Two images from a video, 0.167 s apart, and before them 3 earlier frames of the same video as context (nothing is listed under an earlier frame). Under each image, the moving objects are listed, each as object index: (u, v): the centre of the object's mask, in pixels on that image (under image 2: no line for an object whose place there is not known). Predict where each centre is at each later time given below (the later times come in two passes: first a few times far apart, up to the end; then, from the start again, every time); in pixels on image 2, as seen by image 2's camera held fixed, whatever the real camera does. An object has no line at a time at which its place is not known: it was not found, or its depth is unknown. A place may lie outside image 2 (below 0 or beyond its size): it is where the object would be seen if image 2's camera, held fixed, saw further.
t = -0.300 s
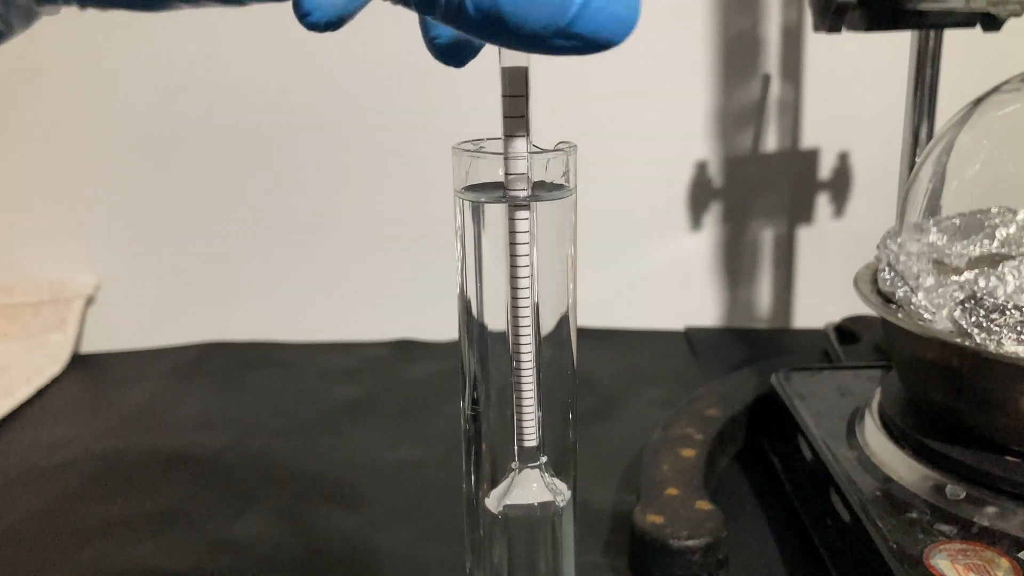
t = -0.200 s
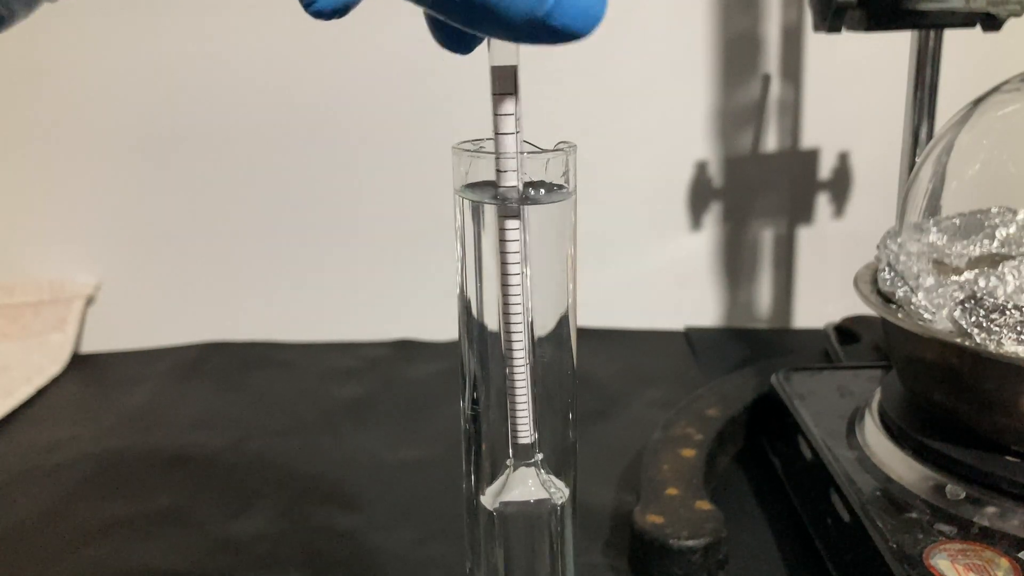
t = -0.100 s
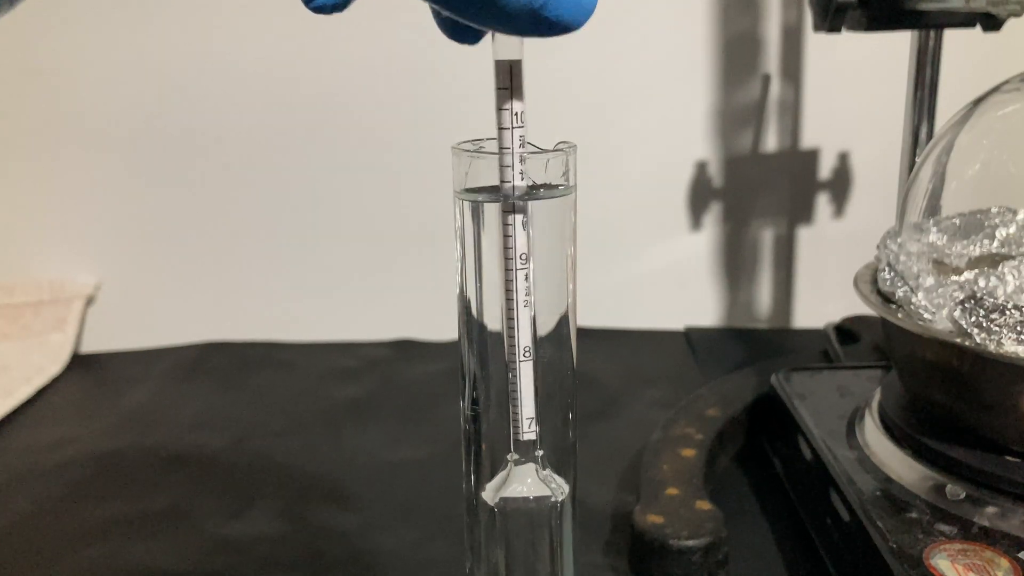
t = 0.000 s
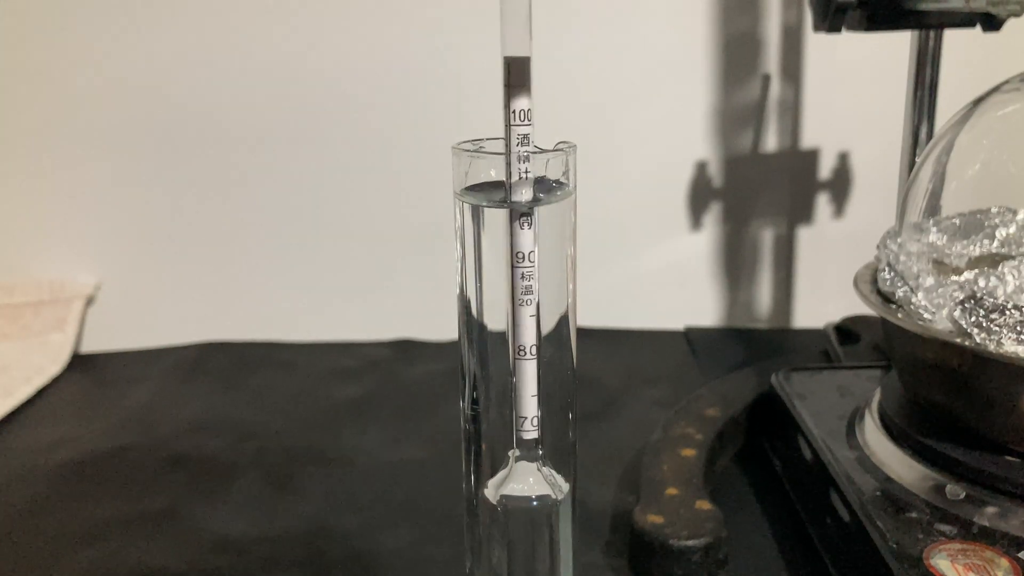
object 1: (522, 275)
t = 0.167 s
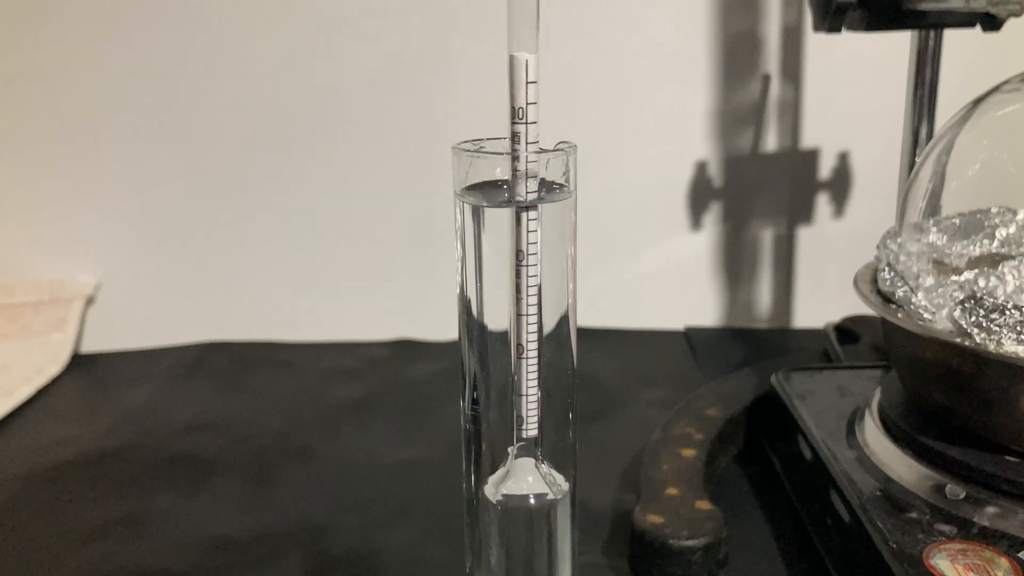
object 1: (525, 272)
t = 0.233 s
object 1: (525, 272)
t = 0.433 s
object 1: (521, 273)
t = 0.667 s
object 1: (514, 275)
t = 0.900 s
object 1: (507, 275)
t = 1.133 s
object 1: (504, 278)
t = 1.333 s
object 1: (505, 277)
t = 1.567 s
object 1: (508, 278)
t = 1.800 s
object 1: (509, 278)
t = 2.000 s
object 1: (508, 282)
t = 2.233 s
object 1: (507, 283)
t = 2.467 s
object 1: (506, 282)
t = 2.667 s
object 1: (507, 278)
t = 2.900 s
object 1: (508, 281)
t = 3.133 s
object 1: (508, 282)
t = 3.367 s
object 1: (510, 282)
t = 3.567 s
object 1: (512, 281)
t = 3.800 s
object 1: (514, 279)
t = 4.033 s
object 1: (516, 282)
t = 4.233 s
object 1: (517, 283)
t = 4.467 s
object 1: (518, 280)
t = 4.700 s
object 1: (520, 280)
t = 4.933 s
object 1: (521, 281)
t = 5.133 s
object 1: (521, 283)
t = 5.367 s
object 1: (522, 281)
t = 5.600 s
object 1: (522, 281)
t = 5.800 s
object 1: (522, 281)
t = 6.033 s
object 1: (521, 279)
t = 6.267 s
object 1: (521, 280)
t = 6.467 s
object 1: (521, 280)
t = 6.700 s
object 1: (520, 280)
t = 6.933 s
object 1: (519, 280)
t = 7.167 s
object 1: (519, 280)
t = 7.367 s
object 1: (518, 278)
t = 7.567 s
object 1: (518, 280)
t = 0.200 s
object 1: (525, 275)
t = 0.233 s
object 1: (525, 272)
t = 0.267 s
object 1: (525, 273)
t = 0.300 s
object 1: (524, 273)
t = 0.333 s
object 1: (524, 272)
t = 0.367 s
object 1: (523, 272)
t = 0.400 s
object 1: (522, 273)
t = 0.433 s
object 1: (521, 273)
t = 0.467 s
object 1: (520, 272)
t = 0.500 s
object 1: (519, 271)
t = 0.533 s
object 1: (518, 272)
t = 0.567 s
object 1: (517, 273)
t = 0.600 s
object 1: (516, 274)
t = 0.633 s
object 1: (515, 275)
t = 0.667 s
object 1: (514, 275)
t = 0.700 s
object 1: (513, 275)
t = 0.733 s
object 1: (512, 273)
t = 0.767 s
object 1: (511, 275)
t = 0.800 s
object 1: (510, 273)
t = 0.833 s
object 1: (509, 275)
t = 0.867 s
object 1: (508, 273)
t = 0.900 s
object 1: (507, 275)
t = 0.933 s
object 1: (506, 274)
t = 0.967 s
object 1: (506, 275)
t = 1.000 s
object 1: (506, 277)
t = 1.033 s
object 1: (505, 277)
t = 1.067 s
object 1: (505, 275)
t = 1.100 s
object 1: (505, 275)
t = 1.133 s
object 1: (504, 278)
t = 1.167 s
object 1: (505, 274)
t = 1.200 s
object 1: (505, 273)
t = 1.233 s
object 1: (505, 273)
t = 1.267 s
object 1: (505, 278)
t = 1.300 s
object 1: (505, 280)
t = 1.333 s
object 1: (505, 277)
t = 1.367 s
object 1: (505, 277)
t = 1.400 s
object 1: (506, 277)
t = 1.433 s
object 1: (506, 281)
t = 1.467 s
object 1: (507, 279)
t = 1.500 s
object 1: (507, 278)
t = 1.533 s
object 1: (507, 277)
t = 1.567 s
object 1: (508, 278)
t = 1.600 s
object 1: (508, 278)
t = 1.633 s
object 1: (508, 278)
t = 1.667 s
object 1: (509, 282)
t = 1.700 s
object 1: (509, 279)
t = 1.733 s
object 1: (509, 278)
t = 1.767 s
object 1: (509, 282)
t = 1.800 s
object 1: (509, 278)
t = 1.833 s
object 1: (509, 278)
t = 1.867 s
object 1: (509, 278)
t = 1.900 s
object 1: (509, 278)
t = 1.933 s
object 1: (508, 278)
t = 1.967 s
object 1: (508, 279)
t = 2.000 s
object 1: (508, 282)
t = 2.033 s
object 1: (508, 278)
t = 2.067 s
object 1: (507, 282)
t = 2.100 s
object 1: (507, 279)
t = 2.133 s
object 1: (507, 278)
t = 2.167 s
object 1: (507, 281)
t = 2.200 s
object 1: (507, 279)
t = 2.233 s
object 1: (507, 283)
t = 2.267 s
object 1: (506, 279)
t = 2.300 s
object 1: (506, 278)
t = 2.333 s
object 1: (506, 282)
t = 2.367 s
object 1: (506, 279)
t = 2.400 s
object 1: (506, 282)
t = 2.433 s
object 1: (506, 280)
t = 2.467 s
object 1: (506, 282)
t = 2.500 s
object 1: (506, 278)
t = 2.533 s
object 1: (506, 281)
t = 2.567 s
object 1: (506, 278)
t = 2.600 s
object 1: (507, 280)
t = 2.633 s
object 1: (507, 281)
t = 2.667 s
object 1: (507, 278)
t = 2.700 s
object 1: (507, 278)
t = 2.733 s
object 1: (507, 280)
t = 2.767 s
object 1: (507, 278)
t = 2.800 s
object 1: (507, 278)
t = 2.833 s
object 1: (507, 280)
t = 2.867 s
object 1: (508, 281)
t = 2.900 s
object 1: (508, 281)
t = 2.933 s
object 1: (508, 279)
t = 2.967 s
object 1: (508, 281)
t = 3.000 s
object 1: (508, 278)
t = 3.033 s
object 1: (508, 278)
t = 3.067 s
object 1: (508, 282)
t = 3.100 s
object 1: (508, 280)
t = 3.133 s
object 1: (508, 282)
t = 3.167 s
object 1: (508, 280)
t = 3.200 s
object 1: (509, 281)
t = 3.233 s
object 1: (509, 279)
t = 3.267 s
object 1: (509, 279)
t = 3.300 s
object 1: (509, 281)
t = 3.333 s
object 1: (509, 279)
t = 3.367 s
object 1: (510, 282)
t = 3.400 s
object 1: (510, 282)
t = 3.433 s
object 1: (510, 283)
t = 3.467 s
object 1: (510, 281)
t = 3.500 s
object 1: (511, 282)
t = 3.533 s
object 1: (511, 280)
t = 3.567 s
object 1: (512, 281)
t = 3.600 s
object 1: (512, 282)
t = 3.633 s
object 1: (513, 281)
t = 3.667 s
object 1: (513, 280)
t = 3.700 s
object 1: (513, 277)
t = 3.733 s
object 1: (514, 279)
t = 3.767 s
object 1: (514, 277)
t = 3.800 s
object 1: (514, 279)
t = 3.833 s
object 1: (514, 277)
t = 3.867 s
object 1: (515, 280)
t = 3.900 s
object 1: (515, 280)
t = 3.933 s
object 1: (515, 282)
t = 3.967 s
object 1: (516, 281)
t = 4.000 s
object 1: (516, 279)
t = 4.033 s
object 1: (516, 282)
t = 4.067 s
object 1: (516, 283)
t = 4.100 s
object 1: (517, 284)
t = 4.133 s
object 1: (516, 281)
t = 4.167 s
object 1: (517, 282)
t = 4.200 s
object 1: (517, 283)
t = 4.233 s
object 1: (517, 283)
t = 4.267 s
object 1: (517, 281)
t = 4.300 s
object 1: (518, 283)
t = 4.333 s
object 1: (518, 282)
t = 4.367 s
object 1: (518, 280)
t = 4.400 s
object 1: (518, 282)
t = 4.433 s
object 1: (518, 282)
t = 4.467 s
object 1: (518, 280)
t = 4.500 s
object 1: (519, 282)
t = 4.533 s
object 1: (519, 280)
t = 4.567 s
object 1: (519, 282)
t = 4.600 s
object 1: (519, 283)
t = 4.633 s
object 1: (519, 281)
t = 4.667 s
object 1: (520, 283)
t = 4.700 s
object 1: (520, 280)
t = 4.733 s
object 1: (520, 282)
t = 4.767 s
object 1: (520, 283)
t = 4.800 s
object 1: (520, 283)
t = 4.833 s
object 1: (520, 282)
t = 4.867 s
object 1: (521, 281)
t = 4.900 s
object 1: (521, 283)
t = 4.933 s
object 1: (521, 281)
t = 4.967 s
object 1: (521, 283)
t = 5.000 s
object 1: (521, 280)
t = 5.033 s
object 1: (521, 283)
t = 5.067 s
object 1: (521, 283)
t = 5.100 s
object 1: (521, 280)
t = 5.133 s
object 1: (521, 283)
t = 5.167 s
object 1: (522, 280)
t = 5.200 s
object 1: (522, 282)
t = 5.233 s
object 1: (522, 280)
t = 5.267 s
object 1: (522, 282)
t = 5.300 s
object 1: (522, 283)
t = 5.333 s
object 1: (522, 280)
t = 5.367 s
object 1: (522, 281)
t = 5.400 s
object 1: (522, 280)
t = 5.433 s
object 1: (522, 281)
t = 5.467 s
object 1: (522, 280)
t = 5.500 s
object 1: (522, 281)
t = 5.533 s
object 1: (522, 281)
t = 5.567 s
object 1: (522, 281)
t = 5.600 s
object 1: (522, 281)
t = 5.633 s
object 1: (522, 279)
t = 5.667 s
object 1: (522, 280)
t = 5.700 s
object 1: (522, 280)
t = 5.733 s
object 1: (522, 280)
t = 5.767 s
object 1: (522, 281)
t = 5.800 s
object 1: (522, 281)
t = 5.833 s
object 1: (522, 280)
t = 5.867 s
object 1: (521, 279)
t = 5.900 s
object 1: (521, 279)
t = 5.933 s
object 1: (521, 280)
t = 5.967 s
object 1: (521, 278)
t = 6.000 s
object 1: (521, 280)
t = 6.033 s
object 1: (521, 279)
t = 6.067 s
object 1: (521, 279)
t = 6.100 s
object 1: (521, 280)
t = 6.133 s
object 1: (521, 281)
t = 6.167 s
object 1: (521, 280)
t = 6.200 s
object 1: (521, 278)
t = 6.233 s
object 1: (521, 280)
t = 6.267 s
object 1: (521, 280)
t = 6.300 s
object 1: (521, 280)
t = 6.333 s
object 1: (521, 280)
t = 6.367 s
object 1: (521, 280)
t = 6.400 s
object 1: (521, 280)
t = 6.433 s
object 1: (521, 279)
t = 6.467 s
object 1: (521, 280)
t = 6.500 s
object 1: (520, 279)
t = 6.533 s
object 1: (520, 280)
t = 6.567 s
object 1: (520, 280)
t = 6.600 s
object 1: (520, 280)
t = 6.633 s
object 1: (520, 280)
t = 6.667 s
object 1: (520, 278)
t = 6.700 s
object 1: (520, 280)
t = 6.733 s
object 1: (520, 278)
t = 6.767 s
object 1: (520, 280)
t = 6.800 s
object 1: (519, 278)
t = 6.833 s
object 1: (520, 280)
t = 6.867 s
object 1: (520, 280)
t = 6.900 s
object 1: (519, 278)
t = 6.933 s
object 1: (519, 280)
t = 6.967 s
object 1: (519, 278)
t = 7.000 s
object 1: (519, 280)
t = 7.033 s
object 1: (519, 280)
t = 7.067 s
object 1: (519, 280)
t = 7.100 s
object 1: (519, 281)
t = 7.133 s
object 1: (519, 280)
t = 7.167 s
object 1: (519, 280)
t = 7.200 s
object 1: (519, 280)
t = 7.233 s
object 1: (519, 280)
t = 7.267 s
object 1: (519, 279)
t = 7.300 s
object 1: (519, 280)
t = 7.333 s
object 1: (519, 280)
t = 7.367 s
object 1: (518, 278)
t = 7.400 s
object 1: (519, 280)
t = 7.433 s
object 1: (518, 278)
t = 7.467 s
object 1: (518, 279)
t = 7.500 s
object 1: (518, 280)
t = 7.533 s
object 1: (518, 281)
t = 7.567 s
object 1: (518, 280)
